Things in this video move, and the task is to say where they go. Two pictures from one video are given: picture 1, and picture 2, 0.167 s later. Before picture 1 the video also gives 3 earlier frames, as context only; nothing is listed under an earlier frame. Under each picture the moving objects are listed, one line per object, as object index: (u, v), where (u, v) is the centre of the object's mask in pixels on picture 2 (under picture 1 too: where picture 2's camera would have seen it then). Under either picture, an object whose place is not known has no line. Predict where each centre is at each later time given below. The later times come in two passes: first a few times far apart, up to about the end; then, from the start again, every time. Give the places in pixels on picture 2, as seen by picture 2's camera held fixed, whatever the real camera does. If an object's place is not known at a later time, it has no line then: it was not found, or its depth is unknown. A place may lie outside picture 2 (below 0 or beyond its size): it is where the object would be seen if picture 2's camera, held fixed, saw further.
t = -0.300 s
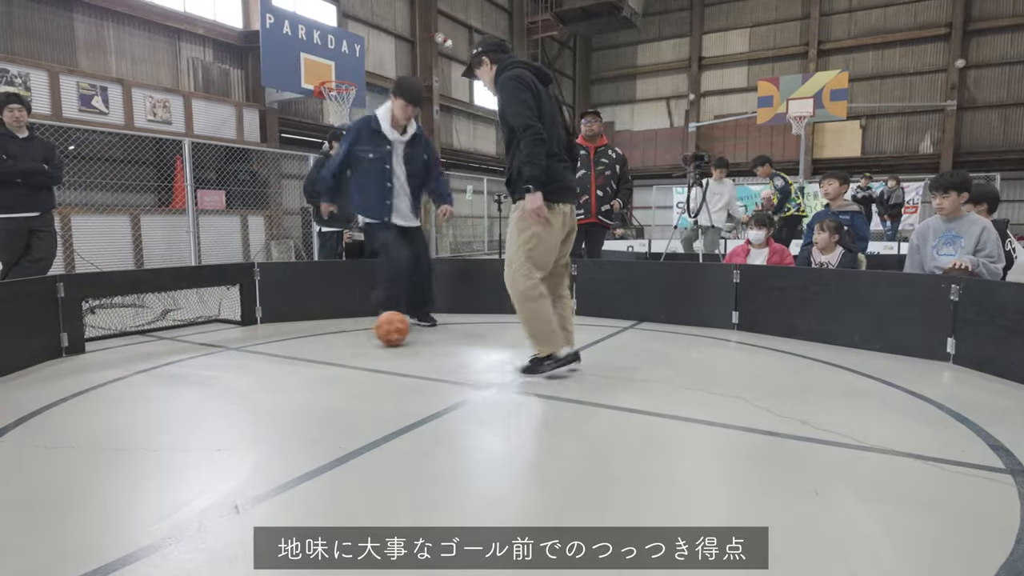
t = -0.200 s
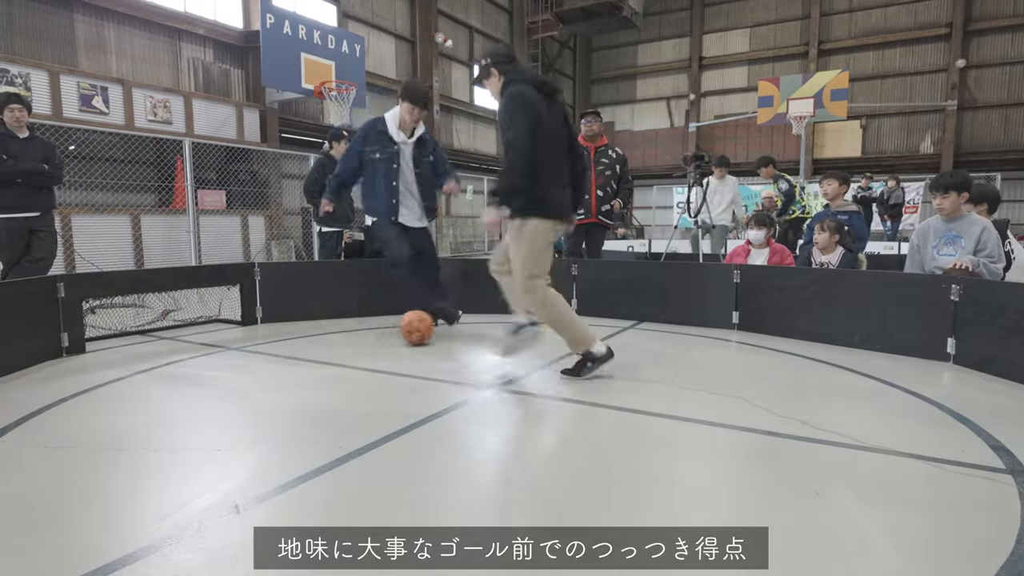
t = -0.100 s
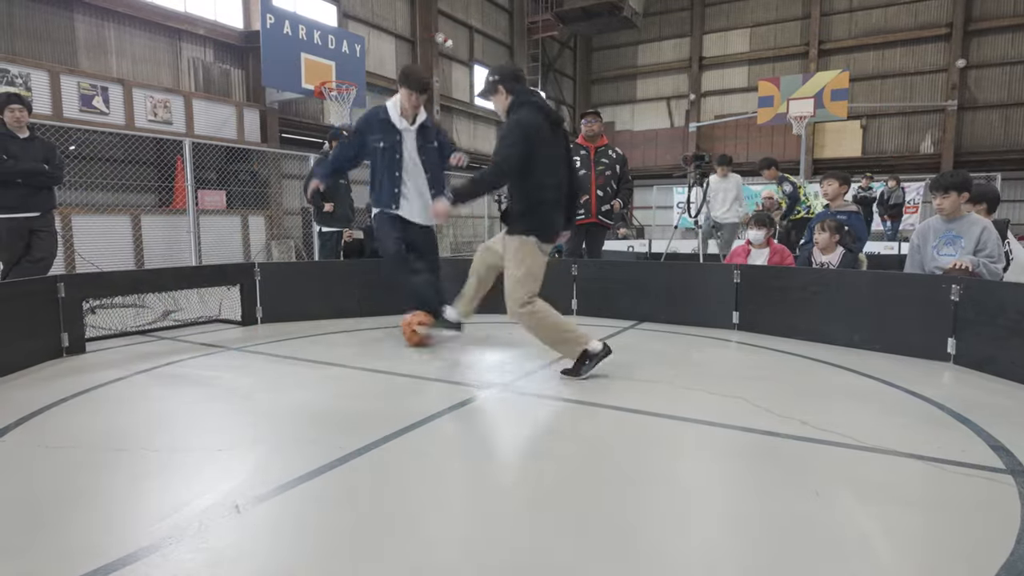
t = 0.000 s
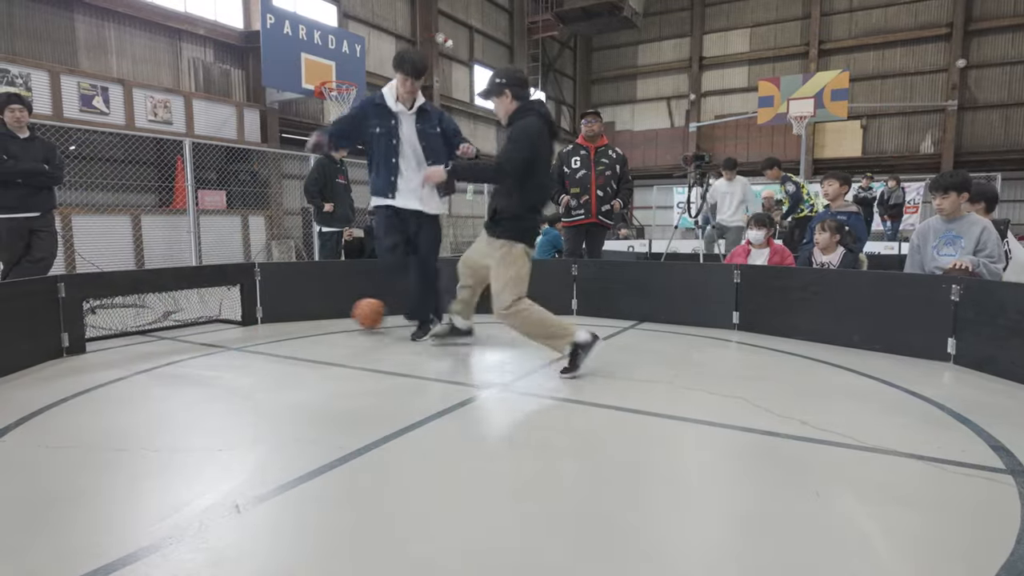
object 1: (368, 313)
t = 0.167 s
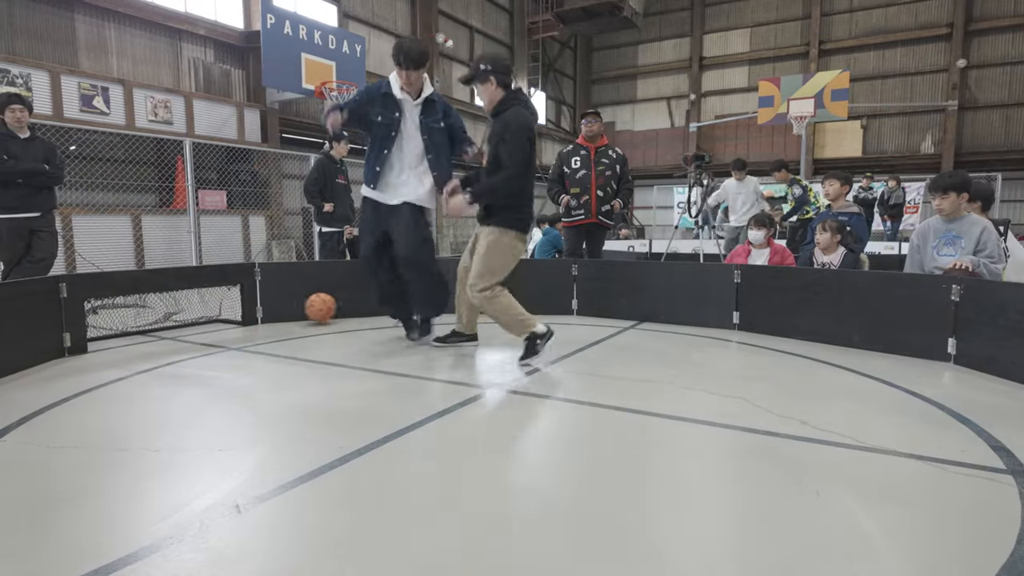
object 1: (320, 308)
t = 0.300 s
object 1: (302, 316)
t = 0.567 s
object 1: (273, 325)
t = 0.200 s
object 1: (315, 310)
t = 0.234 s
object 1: (311, 313)
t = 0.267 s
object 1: (306, 314)
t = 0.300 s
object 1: (302, 316)
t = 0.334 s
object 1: (298, 317)
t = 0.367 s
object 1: (294, 318)
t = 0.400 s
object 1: (290, 320)
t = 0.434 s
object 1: (286, 321)
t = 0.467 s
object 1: (283, 322)
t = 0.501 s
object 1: (280, 323)
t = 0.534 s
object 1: (276, 324)
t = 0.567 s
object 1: (273, 325)
